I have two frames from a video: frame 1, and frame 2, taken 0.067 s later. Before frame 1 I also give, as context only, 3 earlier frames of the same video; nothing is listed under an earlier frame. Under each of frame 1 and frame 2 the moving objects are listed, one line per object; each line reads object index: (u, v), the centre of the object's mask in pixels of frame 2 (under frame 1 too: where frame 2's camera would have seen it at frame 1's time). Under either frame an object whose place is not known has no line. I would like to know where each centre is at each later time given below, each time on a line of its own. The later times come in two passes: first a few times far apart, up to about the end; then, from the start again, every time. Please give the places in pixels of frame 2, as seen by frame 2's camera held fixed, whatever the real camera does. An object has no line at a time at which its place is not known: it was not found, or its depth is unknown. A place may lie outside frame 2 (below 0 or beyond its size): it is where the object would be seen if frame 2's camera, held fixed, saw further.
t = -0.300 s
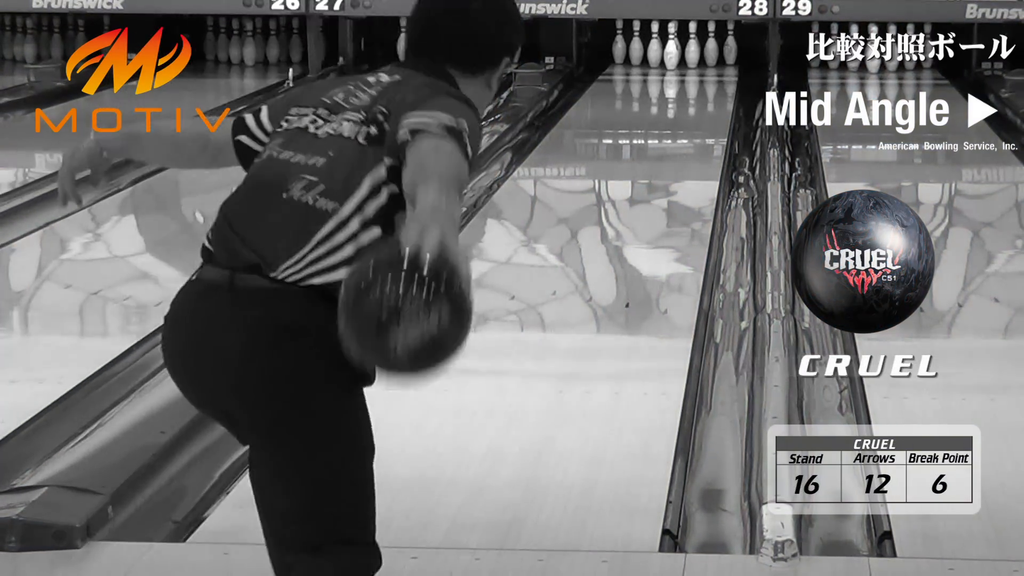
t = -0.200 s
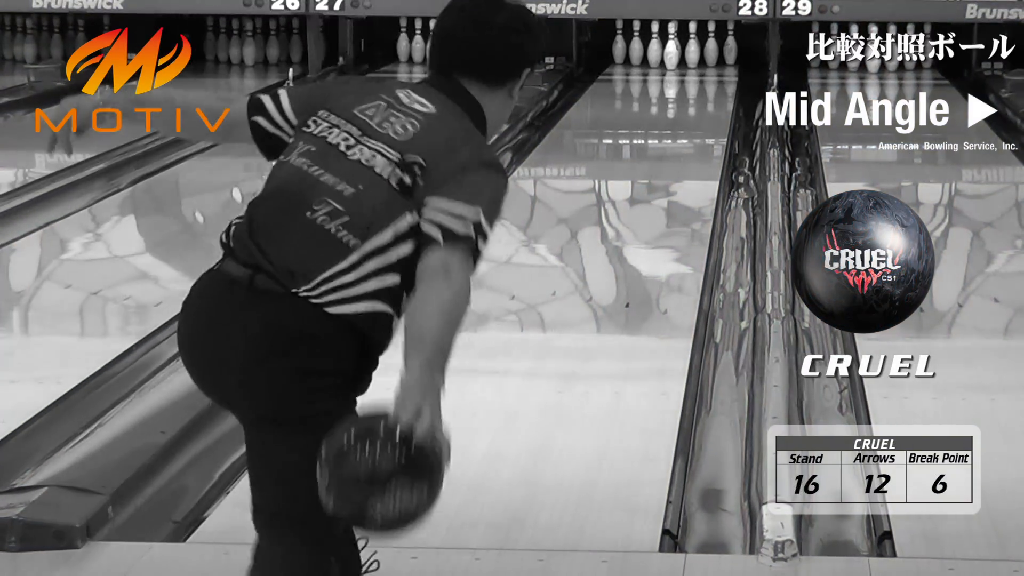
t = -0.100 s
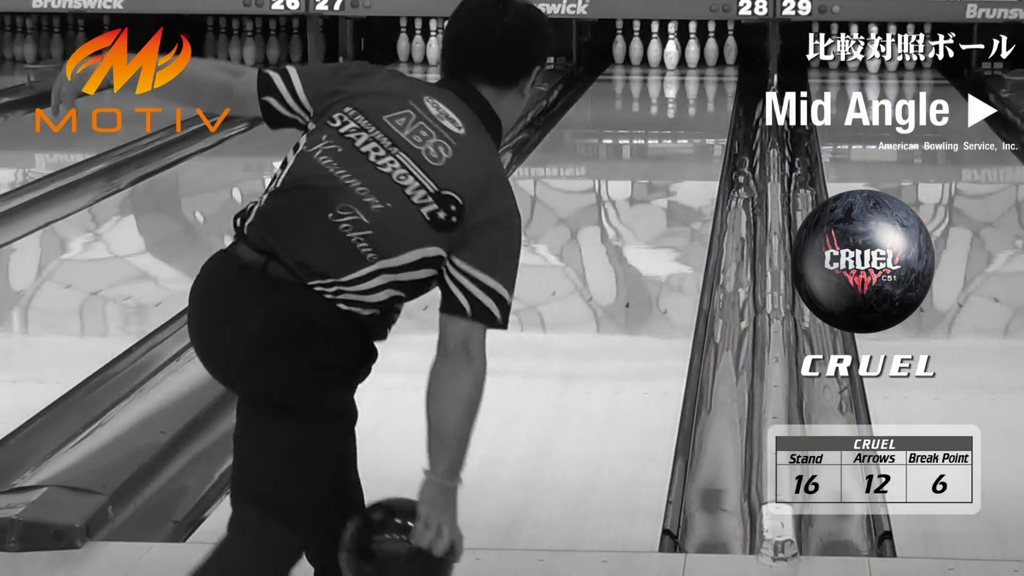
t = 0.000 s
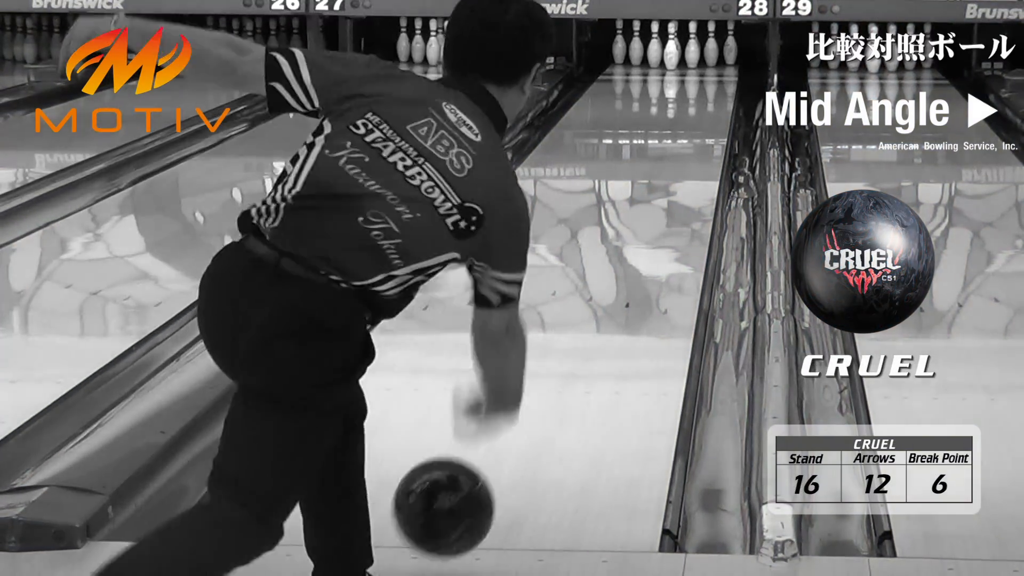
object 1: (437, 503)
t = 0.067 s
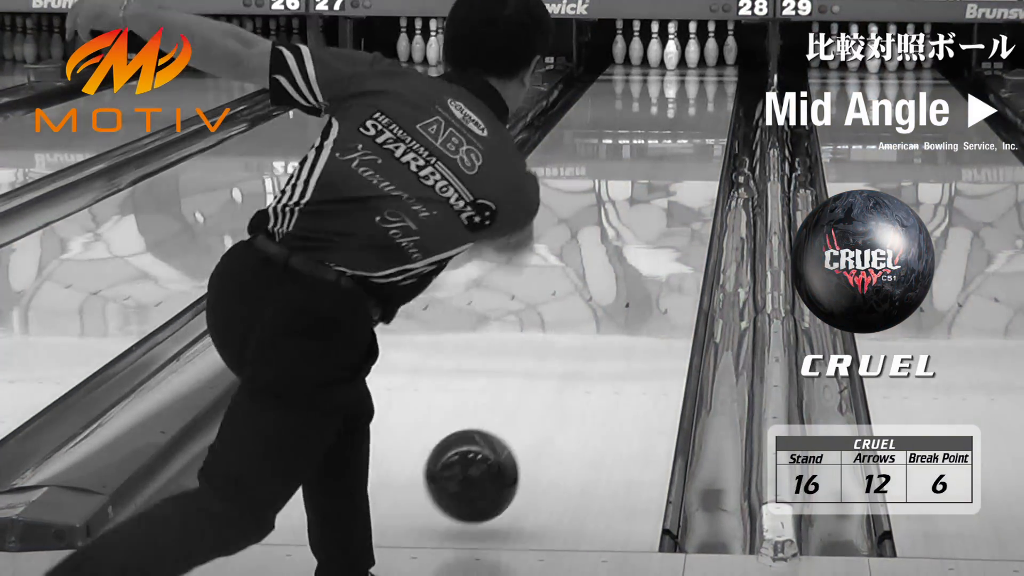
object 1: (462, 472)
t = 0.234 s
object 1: (519, 402)
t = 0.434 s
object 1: (569, 327)
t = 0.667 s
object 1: (609, 266)
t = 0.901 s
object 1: (638, 218)
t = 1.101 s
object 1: (657, 186)
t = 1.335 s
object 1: (674, 156)
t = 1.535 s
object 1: (686, 136)
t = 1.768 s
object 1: (698, 116)
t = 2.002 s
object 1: (703, 98)
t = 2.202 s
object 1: (704, 85)
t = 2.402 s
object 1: (700, 75)
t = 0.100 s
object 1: (475, 464)
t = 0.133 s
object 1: (488, 449)
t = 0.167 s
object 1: (499, 432)
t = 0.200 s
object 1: (509, 416)
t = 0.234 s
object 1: (519, 402)
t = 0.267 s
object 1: (530, 388)
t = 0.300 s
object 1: (539, 374)
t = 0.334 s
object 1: (547, 361)
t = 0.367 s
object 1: (554, 350)
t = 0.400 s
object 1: (561, 338)
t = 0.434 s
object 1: (569, 327)
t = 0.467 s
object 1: (576, 317)
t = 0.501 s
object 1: (582, 307)
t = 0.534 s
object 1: (588, 298)
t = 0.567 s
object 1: (594, 290)
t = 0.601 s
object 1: (599, 282)
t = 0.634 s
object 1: (604, 273)
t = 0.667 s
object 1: (609, 266)
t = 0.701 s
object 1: (614, 258)
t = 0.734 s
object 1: (618, 250)
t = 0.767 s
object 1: (623, 244)
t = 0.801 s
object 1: (627, 238)
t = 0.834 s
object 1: (631, 231)
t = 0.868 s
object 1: (635, 225)
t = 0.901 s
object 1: (638, 218)
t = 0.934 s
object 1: (642, 212)
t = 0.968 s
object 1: (645, 206)
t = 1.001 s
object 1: (648, 202)
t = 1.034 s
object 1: (651, 197)
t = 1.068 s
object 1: (654, 192)
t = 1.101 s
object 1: (657, 186)
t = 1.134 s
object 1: (660, 181)
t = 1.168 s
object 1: (662, 176)
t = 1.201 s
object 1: (665, 172)
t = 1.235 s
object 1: (668, 168)
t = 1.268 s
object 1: (670, 164)
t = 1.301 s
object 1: (672, 161)
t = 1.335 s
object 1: (674, 156)
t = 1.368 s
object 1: (677, 152)
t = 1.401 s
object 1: (678, 149)
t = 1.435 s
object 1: (680, 146)
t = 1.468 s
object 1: (682, 143)
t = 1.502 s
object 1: (684, 140)
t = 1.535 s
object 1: (686, 136)
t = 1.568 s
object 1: (687, 132)
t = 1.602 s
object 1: (689, 130)
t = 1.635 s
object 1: (690, 126)
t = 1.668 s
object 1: (692, 124)
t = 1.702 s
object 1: (692, 121)
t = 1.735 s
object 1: (697, 118)
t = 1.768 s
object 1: (698, 116)
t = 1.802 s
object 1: (697, 112)
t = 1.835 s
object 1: (697, 109)
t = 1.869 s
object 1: (698, 107)
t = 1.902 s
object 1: (699, 104)
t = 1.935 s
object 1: (702, 102)
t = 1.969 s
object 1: (703, 100)
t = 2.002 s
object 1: (703, 98)
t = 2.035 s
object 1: (704, 95)
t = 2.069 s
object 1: (705, 93)
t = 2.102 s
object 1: (704, 91)
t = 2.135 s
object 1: (705, 89)
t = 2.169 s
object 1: (704, 87)
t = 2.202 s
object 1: (704, 85)
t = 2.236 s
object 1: (704, 83)
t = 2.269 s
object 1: (704, 81)
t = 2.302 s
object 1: (703, 79)
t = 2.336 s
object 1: (702, 78)
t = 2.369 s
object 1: (701, 76)
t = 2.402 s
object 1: (700, 75)
